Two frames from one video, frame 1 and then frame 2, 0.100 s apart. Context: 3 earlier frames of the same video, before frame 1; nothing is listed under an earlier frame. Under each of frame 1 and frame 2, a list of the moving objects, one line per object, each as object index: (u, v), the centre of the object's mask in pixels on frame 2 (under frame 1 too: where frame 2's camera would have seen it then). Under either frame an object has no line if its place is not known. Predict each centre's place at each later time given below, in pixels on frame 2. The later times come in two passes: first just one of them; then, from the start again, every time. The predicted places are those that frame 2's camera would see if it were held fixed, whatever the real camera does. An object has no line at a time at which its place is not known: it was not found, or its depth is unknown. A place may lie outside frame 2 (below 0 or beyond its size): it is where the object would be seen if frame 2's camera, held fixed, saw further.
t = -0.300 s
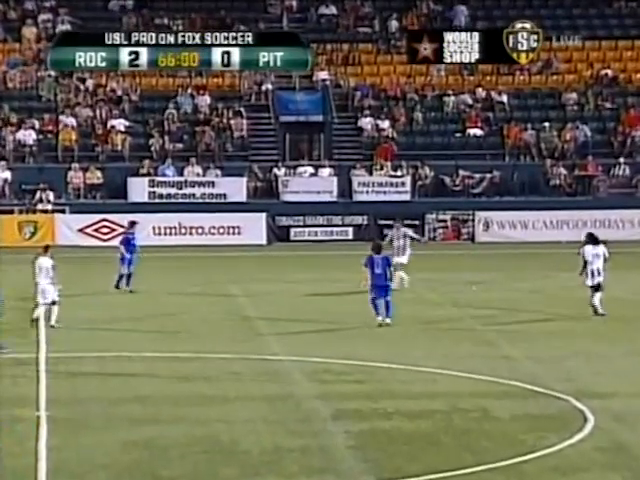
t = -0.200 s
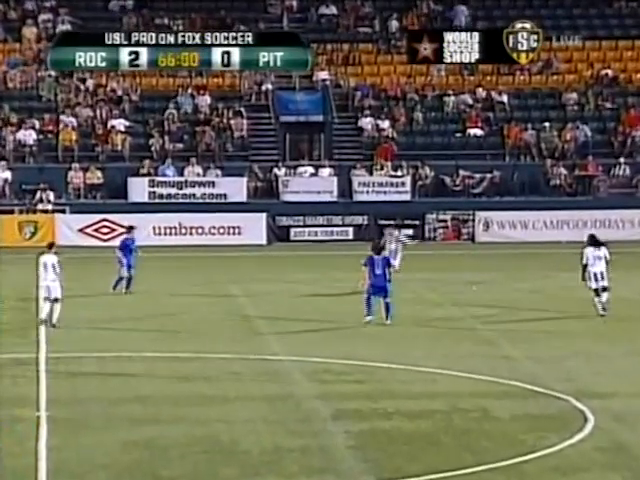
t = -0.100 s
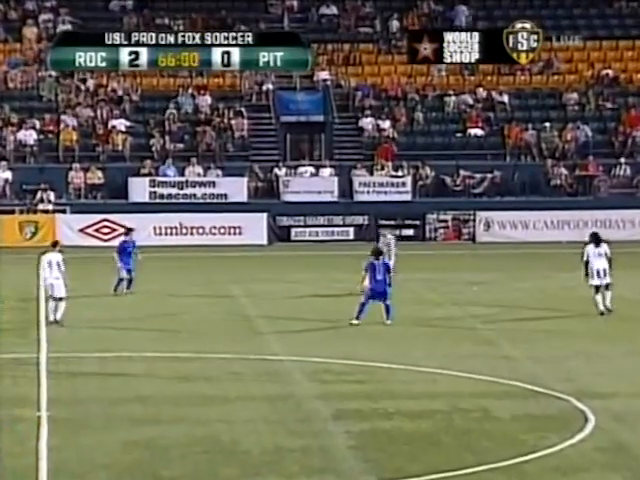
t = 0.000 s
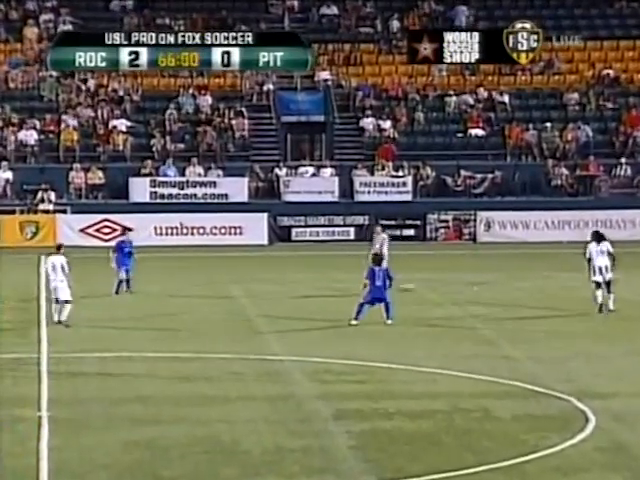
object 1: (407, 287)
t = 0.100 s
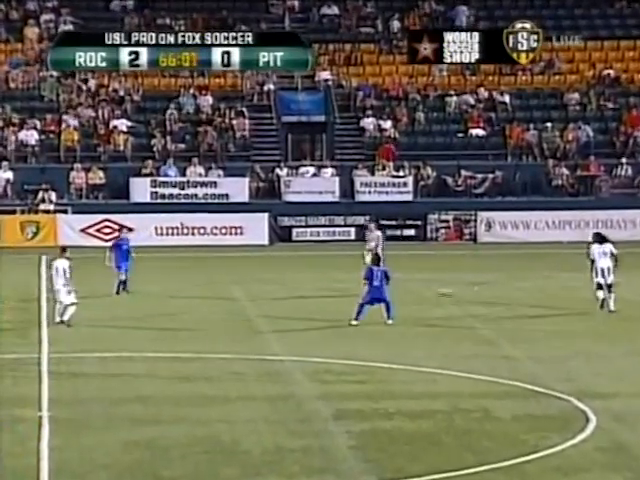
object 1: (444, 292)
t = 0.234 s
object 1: (503, 304)
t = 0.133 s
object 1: (459, 294)
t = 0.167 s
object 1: (474, 295)
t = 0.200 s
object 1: (489, 300)
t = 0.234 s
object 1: (503, 304)
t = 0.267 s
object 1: (518, 309)
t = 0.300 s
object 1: (534, 313)
